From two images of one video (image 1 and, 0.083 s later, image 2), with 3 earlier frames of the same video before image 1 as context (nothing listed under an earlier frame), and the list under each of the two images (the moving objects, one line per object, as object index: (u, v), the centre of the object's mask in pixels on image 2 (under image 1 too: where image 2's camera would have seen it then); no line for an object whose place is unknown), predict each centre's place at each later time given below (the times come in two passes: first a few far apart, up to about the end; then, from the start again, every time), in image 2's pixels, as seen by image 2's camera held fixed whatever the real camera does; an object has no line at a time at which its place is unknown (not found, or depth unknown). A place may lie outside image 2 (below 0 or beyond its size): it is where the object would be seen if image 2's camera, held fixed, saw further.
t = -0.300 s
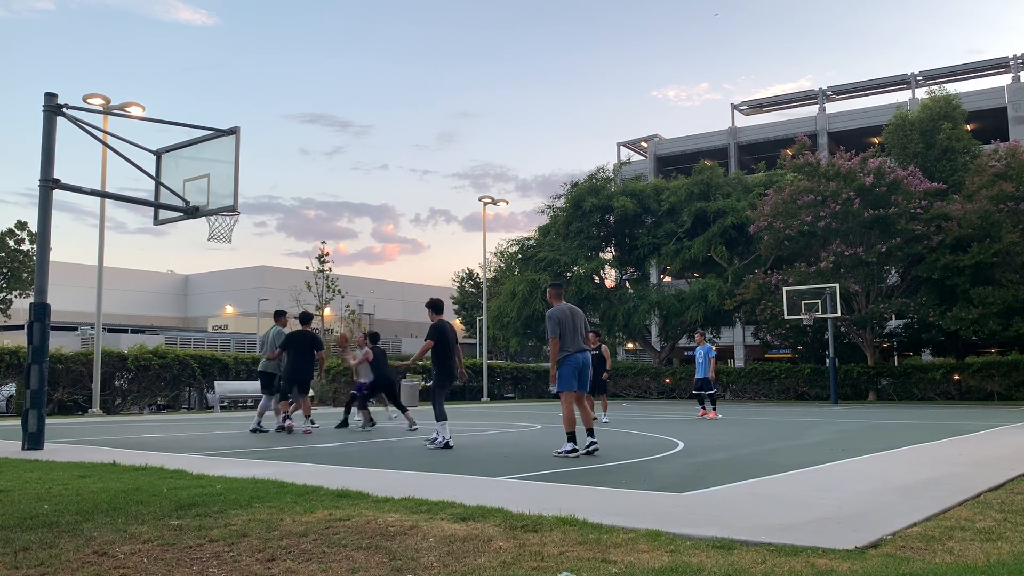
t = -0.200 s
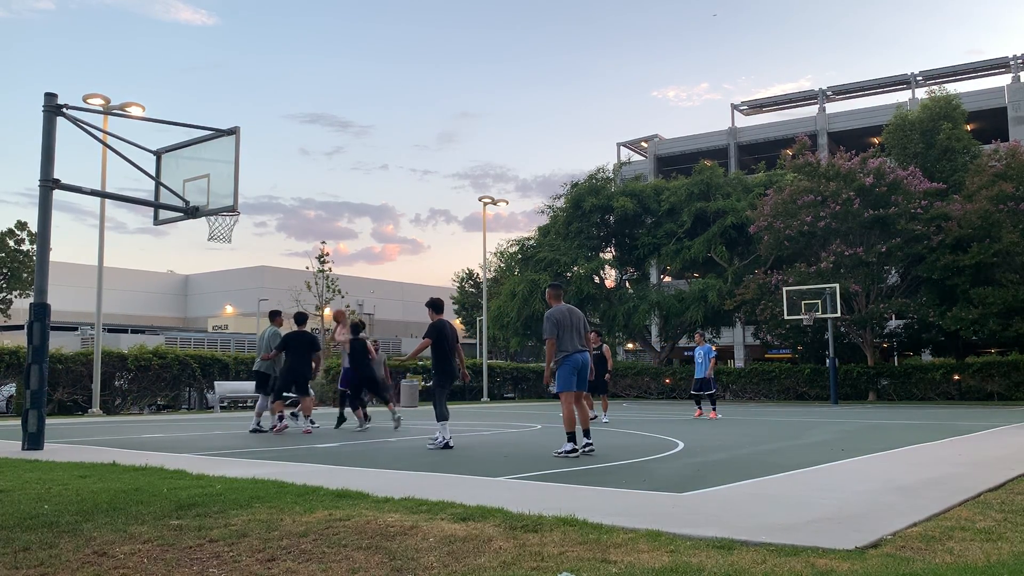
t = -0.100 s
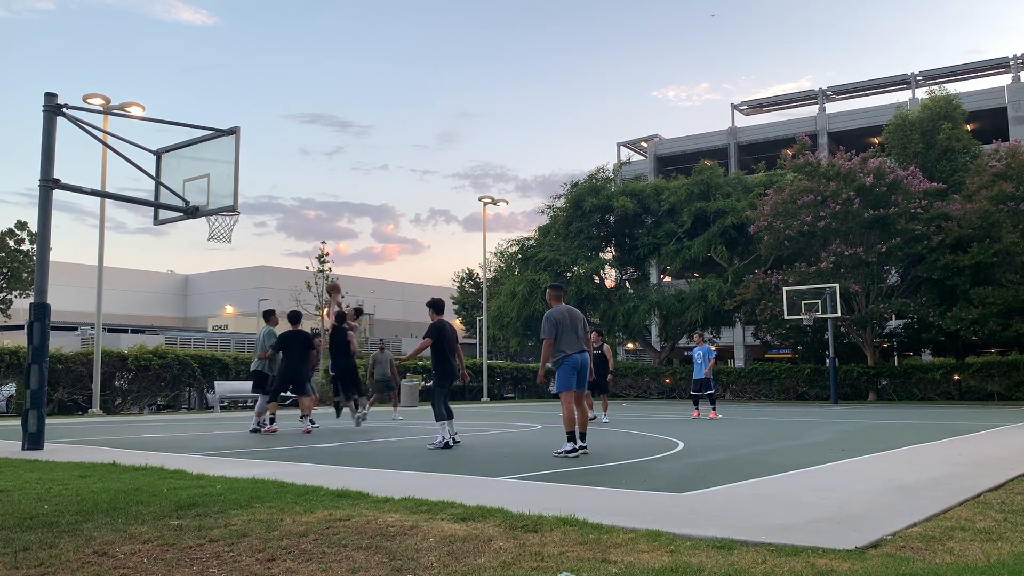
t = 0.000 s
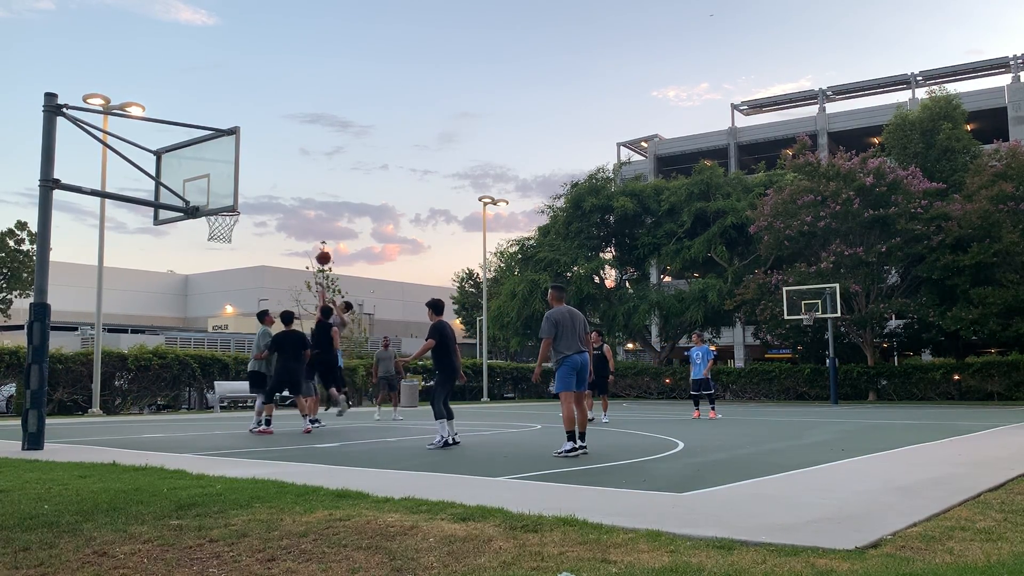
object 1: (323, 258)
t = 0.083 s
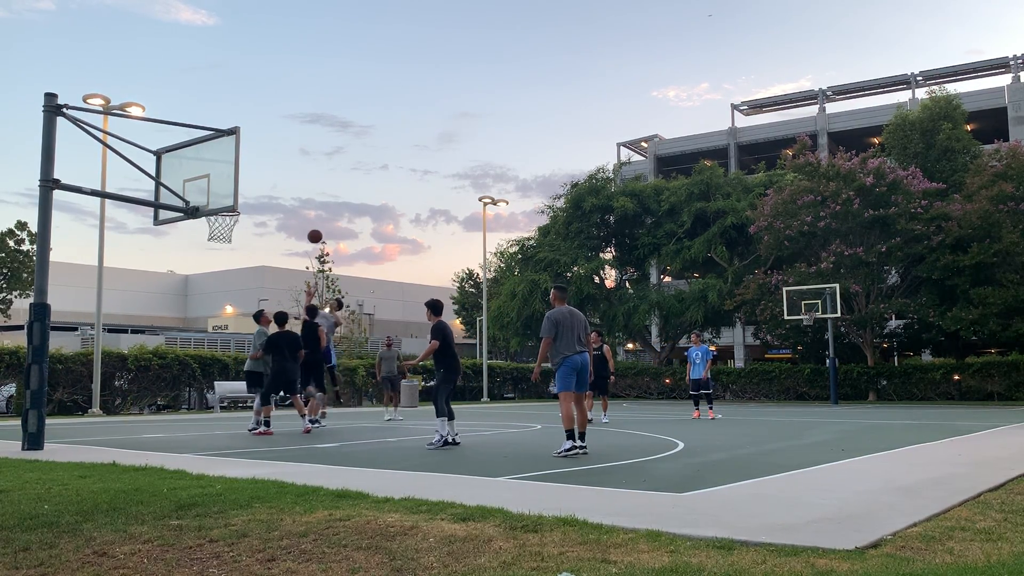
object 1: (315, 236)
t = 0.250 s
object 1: (296, 203)
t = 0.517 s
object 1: (264, 182)
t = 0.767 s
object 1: (226, 201)
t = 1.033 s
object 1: (231, 215)
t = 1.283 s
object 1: (220, 217)
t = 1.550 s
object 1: (228, 224)
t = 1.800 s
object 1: (211, 236)
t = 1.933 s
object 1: (209, 254)
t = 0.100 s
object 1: (313, 232)
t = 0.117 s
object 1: (311, 228)
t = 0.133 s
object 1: (309, 225)
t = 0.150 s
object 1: (308, 221)
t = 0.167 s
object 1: (306, 218)
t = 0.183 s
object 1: (304, 214)
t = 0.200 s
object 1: (302, 211)
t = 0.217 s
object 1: (300, 208)
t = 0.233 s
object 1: (298, 205)
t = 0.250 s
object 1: (296, 203)
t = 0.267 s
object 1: (294, 200)
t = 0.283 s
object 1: (293, 198)
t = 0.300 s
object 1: (290, 196)
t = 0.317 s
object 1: (288, 193)
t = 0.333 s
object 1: (287, 192)
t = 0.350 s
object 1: (285, 190)
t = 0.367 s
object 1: (283, 188)
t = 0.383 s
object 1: (281, 187)
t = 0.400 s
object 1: (279, 186)
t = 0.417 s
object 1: (277, 185)
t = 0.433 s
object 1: (275, 184)
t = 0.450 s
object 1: (273, 183)
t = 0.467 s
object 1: (270, 182)
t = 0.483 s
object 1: (268, 182)
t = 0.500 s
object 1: (266, 182)
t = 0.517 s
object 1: (264, 182)
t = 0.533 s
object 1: (262, 182)
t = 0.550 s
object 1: (260, 182)
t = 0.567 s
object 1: (258, 182)
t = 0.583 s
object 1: (255, 183)
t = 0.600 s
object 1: (253, 184)
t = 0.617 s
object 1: (251, 185)
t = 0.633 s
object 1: (249, 187)
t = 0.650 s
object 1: (247, 188)
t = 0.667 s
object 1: (245, 190)
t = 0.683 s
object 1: (244, 192)
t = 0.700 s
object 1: (243, 194)
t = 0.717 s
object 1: (238, 196)
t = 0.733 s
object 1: (233, 198)
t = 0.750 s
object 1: (231, 200)
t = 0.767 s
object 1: (226, 201)
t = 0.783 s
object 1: (225, 202)
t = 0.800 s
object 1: (221, 203)
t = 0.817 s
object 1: (218, 204)
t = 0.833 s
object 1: (215, 204)
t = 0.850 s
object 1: (213, 205)
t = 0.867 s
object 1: (213, 205)
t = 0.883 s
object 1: (214, 205)
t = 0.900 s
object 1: (215, 212)
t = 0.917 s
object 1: (218, 216)
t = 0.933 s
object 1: (220, 213)
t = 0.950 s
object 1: (224, 212)
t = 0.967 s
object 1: (227, 216)
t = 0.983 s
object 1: (229, 215)
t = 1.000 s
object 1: (230, 213)
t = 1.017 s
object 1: (231, 215)
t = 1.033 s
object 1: (231, 215)
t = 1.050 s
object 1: (231, 215)
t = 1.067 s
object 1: (228, 212)
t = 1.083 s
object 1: (223, 204)
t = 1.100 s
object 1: (221, 204)
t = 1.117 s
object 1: (219, 204)
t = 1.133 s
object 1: (217, 203)
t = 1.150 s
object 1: (215, 204)
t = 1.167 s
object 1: (214, 204)
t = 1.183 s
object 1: (213, 205)
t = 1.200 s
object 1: (213, 205)
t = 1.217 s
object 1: (214, 205)
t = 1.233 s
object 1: (215, 217)
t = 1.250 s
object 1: (215, 217)
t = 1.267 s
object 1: (218, 217)
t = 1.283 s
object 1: (220, 217)
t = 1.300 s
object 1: (222, 217)
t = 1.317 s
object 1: (224, 218)
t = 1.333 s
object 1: (227, 218)
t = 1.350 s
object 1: (229, 218)
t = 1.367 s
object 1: (230, 218)
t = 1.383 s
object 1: (231, 219)
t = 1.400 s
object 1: (232, 219)
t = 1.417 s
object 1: (232, 220)
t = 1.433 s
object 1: (232, 221)
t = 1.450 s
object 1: (232, 222)
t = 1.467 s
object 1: (233, 222)
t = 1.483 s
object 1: (233, 223)
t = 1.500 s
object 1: (232, 224)
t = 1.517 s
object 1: (231, 224)
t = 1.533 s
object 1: (230, 224)
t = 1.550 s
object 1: (228, 224)
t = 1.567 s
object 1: (228, 224)
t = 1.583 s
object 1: (226, 225)
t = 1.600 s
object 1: (225, 225)
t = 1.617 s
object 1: (223, 226)
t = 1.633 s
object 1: (222, 226)
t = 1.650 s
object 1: (221, 227)
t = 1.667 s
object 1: (219, 227)
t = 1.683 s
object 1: (218, 228)
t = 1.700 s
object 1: (217, 229)
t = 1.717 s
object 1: (215, 230)
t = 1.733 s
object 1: (214, 231)
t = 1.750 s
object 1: (213, 233)
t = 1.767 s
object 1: (212, 234)
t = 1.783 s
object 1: (212, 235)
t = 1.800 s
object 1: (211, 236)
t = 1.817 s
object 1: (211, 238)
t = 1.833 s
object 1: (211, 240)
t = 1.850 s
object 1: (211, 241)
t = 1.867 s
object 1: (210, 244)
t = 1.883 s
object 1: (210, 246)
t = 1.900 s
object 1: (210, 248)
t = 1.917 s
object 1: (209, 251)
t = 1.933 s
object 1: (209, 254)
